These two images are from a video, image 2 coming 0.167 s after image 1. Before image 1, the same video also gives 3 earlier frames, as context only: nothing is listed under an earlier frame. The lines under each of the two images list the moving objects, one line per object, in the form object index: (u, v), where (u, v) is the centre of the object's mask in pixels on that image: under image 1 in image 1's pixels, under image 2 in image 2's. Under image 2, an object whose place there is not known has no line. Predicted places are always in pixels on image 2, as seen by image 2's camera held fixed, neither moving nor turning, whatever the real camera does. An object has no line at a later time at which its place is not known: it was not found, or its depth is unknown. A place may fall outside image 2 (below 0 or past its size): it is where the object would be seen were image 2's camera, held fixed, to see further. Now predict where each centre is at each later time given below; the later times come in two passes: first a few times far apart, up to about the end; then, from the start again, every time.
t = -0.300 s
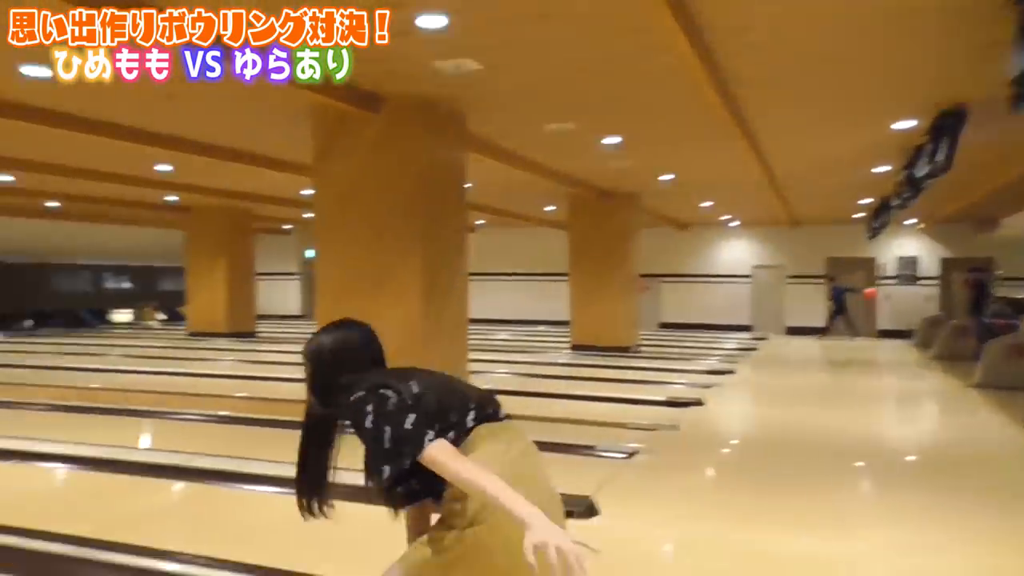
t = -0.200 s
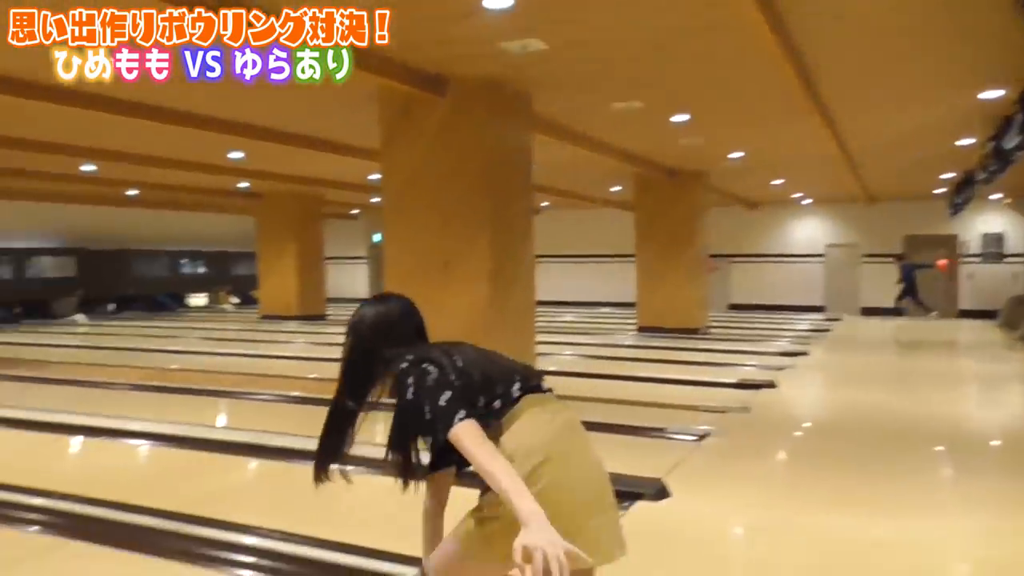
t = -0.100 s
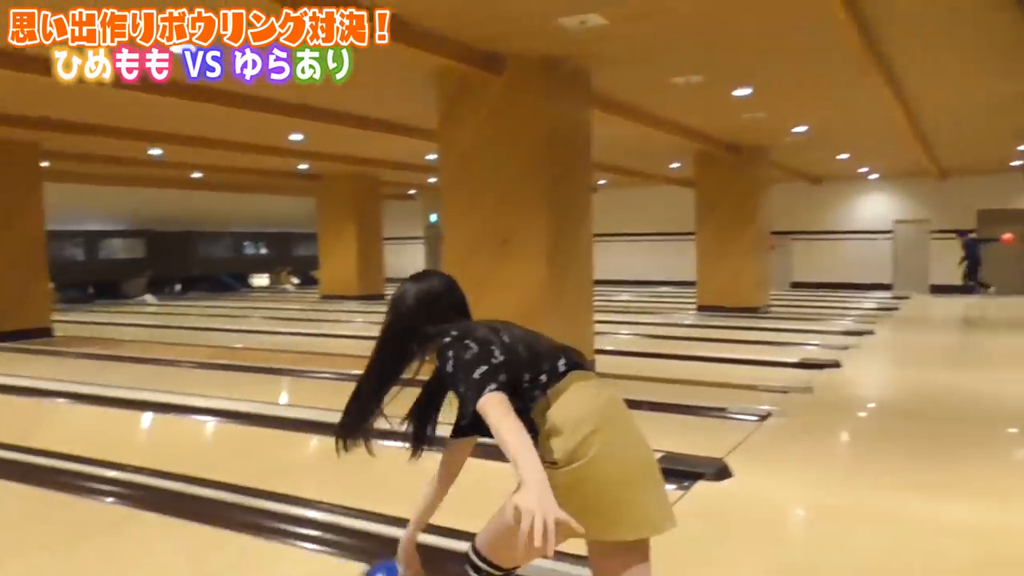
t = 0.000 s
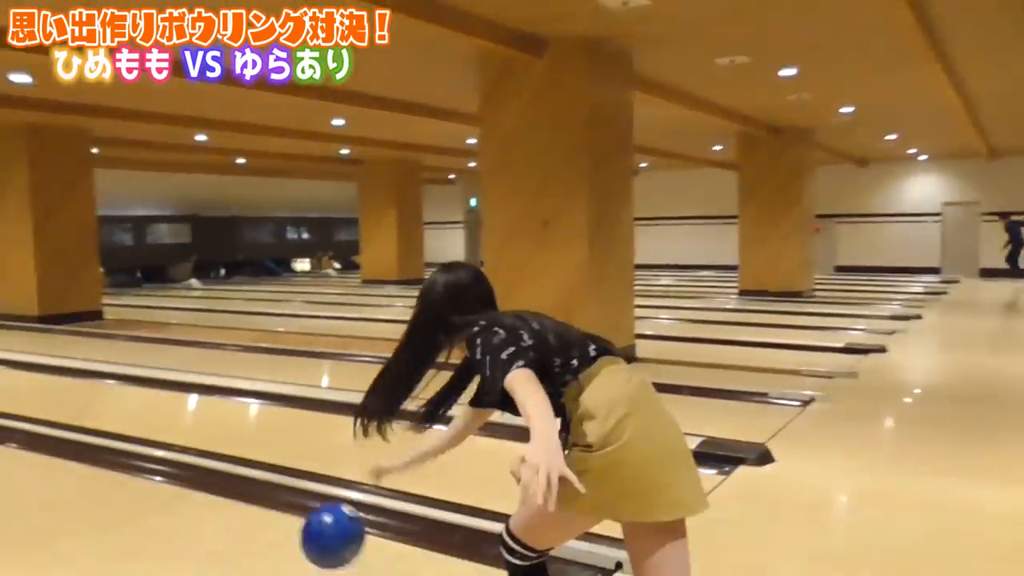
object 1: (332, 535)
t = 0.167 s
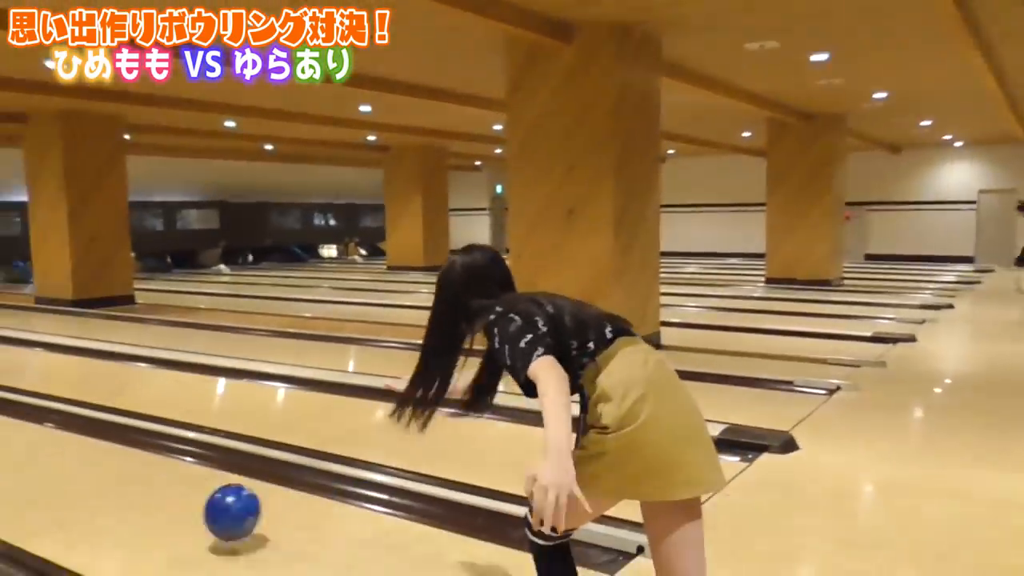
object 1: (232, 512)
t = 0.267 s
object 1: (171, 495)
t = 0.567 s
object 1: (32, 459)
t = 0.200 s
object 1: (211, 515)
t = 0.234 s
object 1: (191, 504)
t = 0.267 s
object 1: (171, 495)
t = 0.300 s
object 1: (153, 490)
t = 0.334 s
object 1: (136, 489)
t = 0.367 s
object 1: (119, 484)
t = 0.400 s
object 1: (103, 480)
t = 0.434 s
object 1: (87, 476)
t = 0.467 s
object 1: (73, 471)
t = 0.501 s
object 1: (58, 467)
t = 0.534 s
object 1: (45, 463)
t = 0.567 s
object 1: (32, 459)
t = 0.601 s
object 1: (19, 455)
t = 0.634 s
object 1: (7, 451)
